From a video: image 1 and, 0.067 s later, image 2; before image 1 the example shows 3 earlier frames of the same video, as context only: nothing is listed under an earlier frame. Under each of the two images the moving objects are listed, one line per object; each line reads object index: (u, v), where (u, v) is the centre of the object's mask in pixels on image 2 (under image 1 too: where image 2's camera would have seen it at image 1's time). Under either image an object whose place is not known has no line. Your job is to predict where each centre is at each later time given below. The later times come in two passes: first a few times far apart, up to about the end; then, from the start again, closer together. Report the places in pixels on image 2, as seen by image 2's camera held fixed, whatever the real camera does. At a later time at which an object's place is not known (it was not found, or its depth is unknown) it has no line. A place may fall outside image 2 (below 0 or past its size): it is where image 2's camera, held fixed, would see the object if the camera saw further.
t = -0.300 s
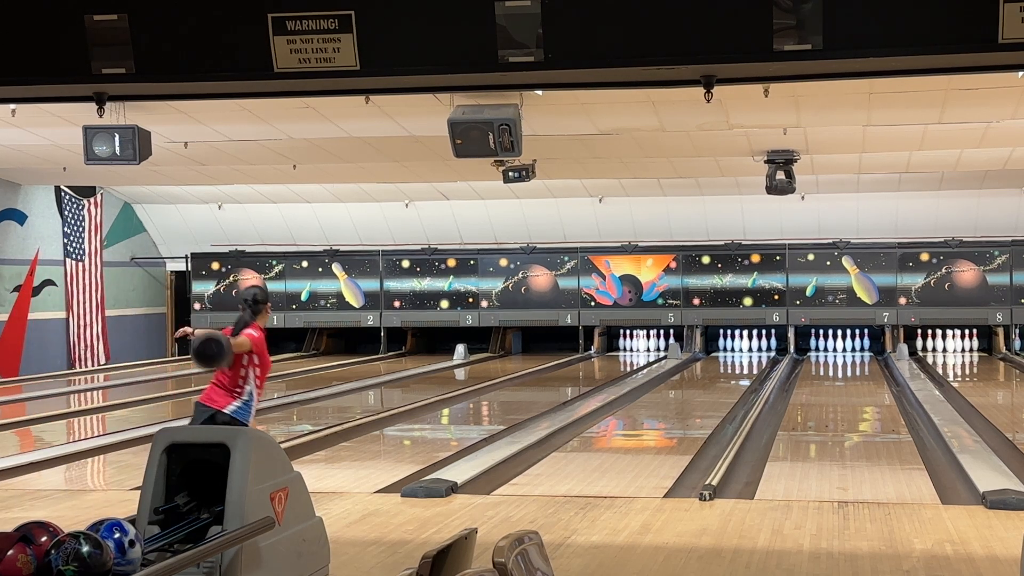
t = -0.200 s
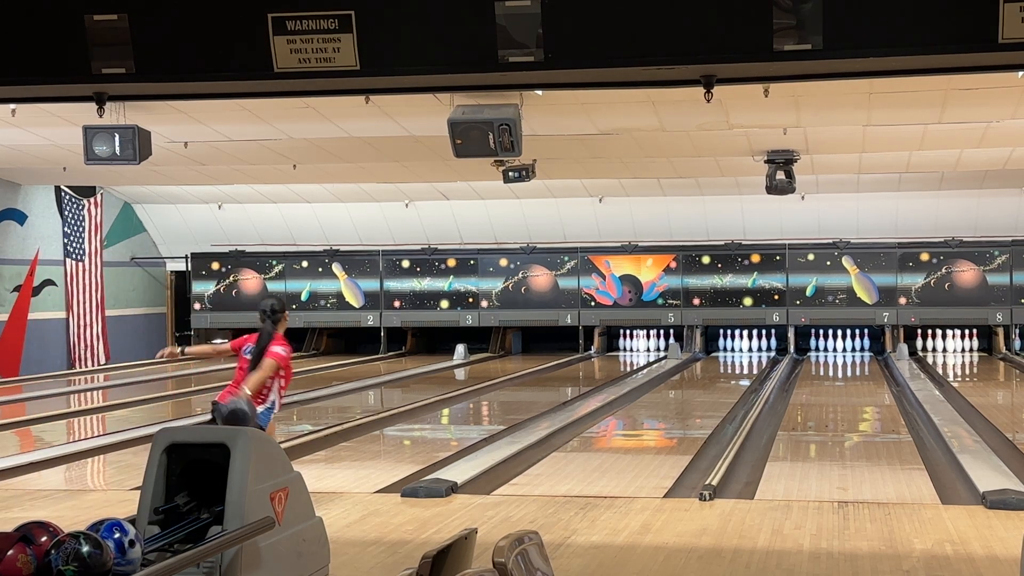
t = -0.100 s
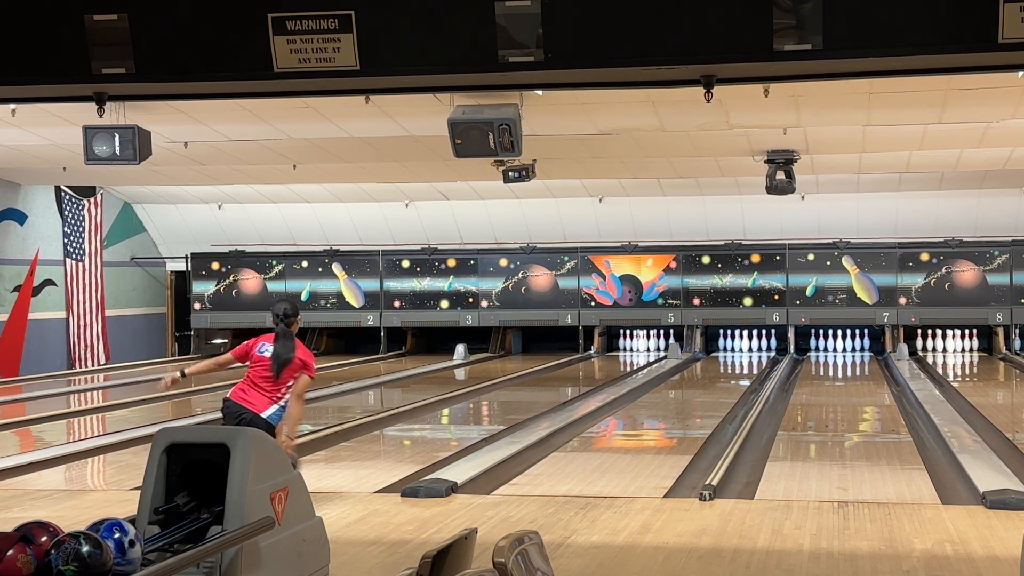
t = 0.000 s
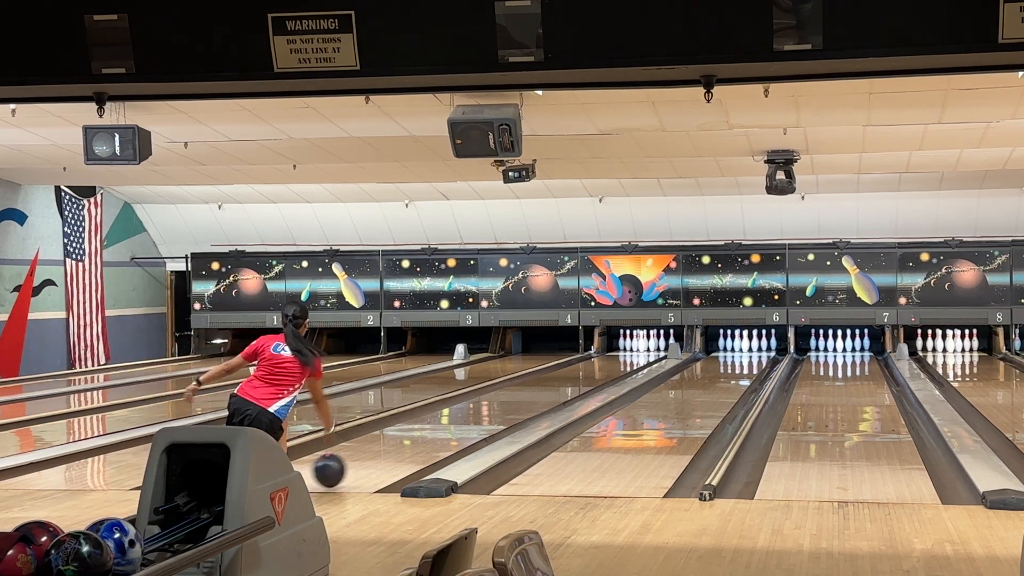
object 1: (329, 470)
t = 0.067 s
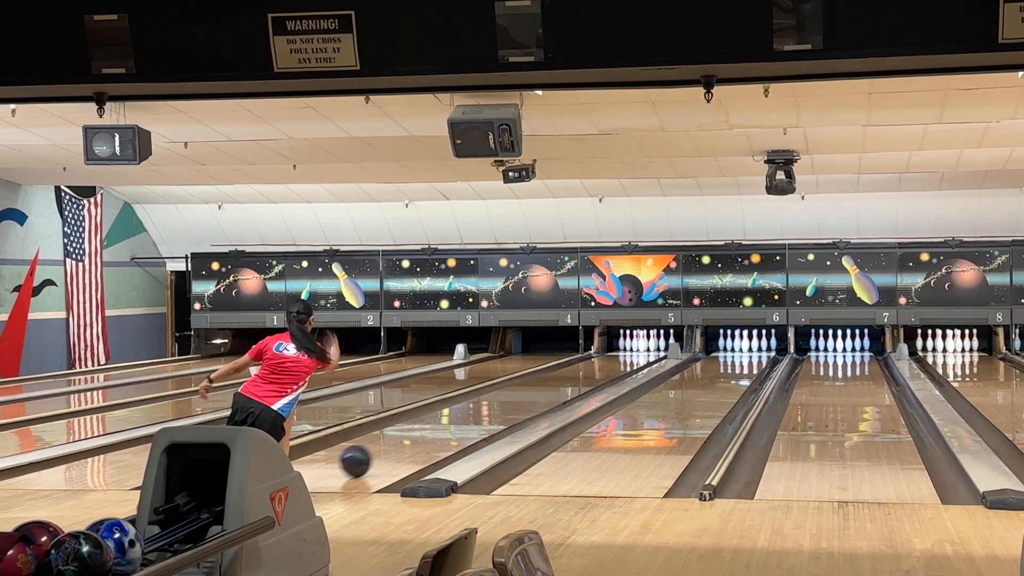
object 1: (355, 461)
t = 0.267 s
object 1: (420, 436)
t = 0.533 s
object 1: (482, 412)
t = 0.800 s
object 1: (528, 396)
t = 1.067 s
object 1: (562, 382)
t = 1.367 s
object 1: (592, 371)
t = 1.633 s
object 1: (612, 363)
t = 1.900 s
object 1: (628, 356)
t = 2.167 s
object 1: (639, 350)
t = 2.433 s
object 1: (647, 346)
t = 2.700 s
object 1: (650, 344)
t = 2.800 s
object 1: (649, 344)
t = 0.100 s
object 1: (367, 456)
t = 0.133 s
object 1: (379, 452)
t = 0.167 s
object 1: (390, 447)
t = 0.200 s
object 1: (401, 444)
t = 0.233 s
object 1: (411, 440)
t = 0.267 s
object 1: (420, 436)
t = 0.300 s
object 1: (429, 433)
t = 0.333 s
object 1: (437, 429)
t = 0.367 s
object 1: (446, 426)
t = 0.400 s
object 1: (453, 423)
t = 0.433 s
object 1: (461, 420)
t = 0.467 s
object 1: (468, 418)
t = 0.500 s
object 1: (475, 415)
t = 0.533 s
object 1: (482, 412)
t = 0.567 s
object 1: (488, 410)
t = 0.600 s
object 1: (495, 408)
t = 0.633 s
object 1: (501, 406)
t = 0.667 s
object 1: (507, 404)
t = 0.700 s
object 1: (512, 402)
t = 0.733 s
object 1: (518, 400)
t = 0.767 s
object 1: (523, 398)
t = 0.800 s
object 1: (528, 396)
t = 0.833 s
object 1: (533, 394)
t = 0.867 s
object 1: (537, 392)
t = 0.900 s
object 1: (542, 390)
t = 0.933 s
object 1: (546, 389)
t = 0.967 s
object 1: (551, 387)
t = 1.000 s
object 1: (554, 385)
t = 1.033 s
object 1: (558, 384)
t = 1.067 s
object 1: (562, 382)
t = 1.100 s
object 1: (566, 381)
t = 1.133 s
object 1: (569, 379)
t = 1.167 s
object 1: (573, 378)
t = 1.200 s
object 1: (576, 377)
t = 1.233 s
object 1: (580, 375)
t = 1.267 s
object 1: (583, 374)
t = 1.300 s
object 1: (586, 372)
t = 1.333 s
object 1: (589, 371)
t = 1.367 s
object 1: (592, 371)
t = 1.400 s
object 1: (595, 369)
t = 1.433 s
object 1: (598, 368)
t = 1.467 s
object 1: (600, 367)
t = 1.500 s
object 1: (603, 366)
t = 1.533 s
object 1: (605, 365)
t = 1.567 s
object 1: (607, 364)
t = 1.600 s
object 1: (610, 363)
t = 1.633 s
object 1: (612, 363)
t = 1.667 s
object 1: (614, 361)
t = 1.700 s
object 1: (617, 361)
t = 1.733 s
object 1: (618, 360)
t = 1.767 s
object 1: (620, 358)
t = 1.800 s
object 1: (622, 357)
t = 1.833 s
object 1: (625, 357)
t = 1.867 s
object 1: (626, 356)
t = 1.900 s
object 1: (628, 356)
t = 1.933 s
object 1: (629, 355)
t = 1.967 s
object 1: (631, 354)
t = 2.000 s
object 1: (633, 353)
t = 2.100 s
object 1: (637, 351)
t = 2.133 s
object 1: (638, 351)
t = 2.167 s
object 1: (639, 350)
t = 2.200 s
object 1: (640, 349)
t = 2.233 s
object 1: (641, 349)
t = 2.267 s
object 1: (642, 348)
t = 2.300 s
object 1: (643, 348)
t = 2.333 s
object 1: (643, 347)
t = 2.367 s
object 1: (644, 347)
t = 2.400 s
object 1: (646, 346)
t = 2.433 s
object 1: (647, 346)
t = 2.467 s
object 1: (648, 346)
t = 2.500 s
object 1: (649, 345)
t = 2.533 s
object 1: (649, 345)
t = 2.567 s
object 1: (649, 345)
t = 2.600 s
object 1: (649, 344)
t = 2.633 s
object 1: (649, 344)
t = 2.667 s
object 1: (650, 344)
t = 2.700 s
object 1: (650, 344)
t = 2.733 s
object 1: (649, 343)
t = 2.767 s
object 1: (649, 343)
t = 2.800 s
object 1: (649, 344)
